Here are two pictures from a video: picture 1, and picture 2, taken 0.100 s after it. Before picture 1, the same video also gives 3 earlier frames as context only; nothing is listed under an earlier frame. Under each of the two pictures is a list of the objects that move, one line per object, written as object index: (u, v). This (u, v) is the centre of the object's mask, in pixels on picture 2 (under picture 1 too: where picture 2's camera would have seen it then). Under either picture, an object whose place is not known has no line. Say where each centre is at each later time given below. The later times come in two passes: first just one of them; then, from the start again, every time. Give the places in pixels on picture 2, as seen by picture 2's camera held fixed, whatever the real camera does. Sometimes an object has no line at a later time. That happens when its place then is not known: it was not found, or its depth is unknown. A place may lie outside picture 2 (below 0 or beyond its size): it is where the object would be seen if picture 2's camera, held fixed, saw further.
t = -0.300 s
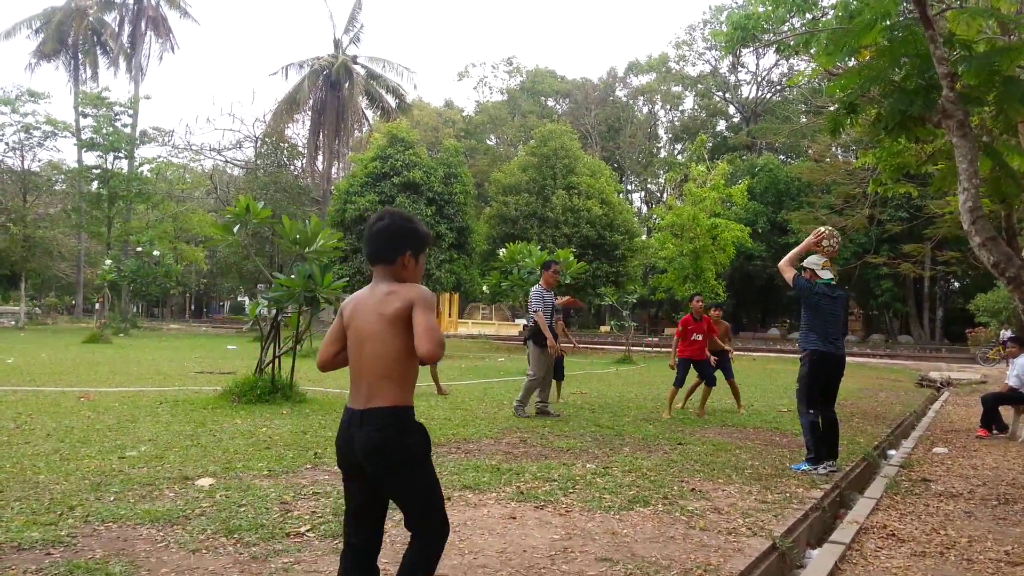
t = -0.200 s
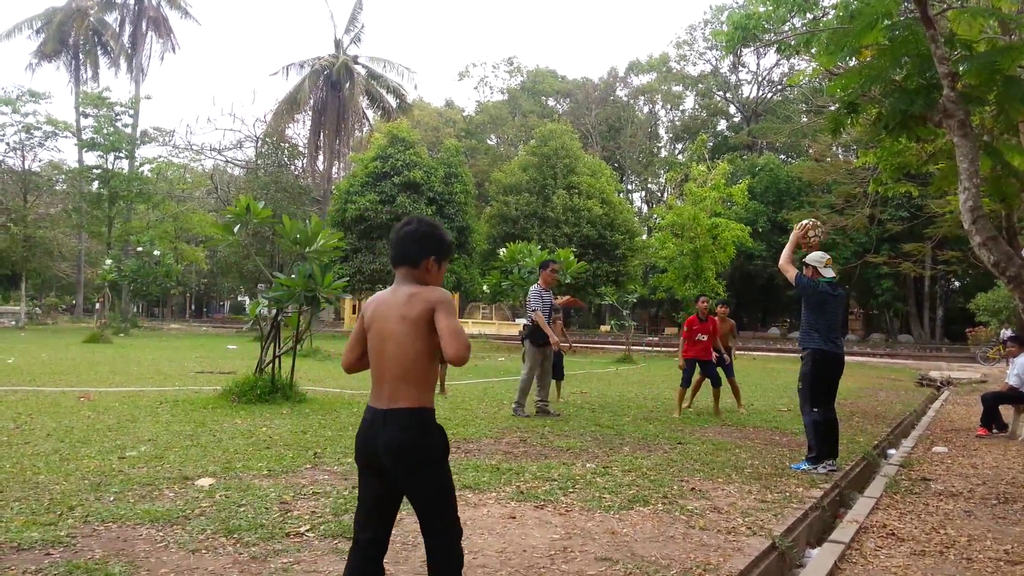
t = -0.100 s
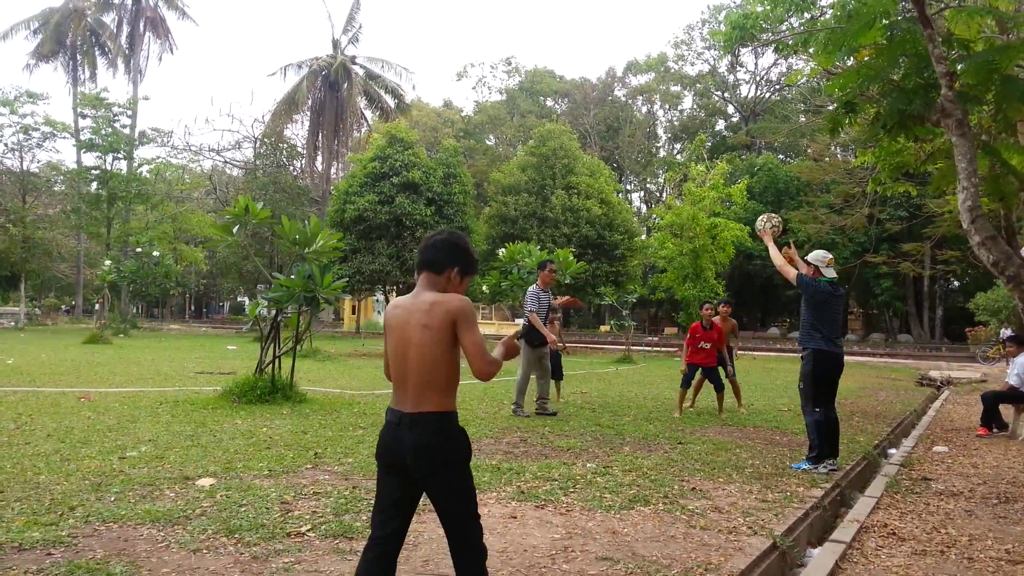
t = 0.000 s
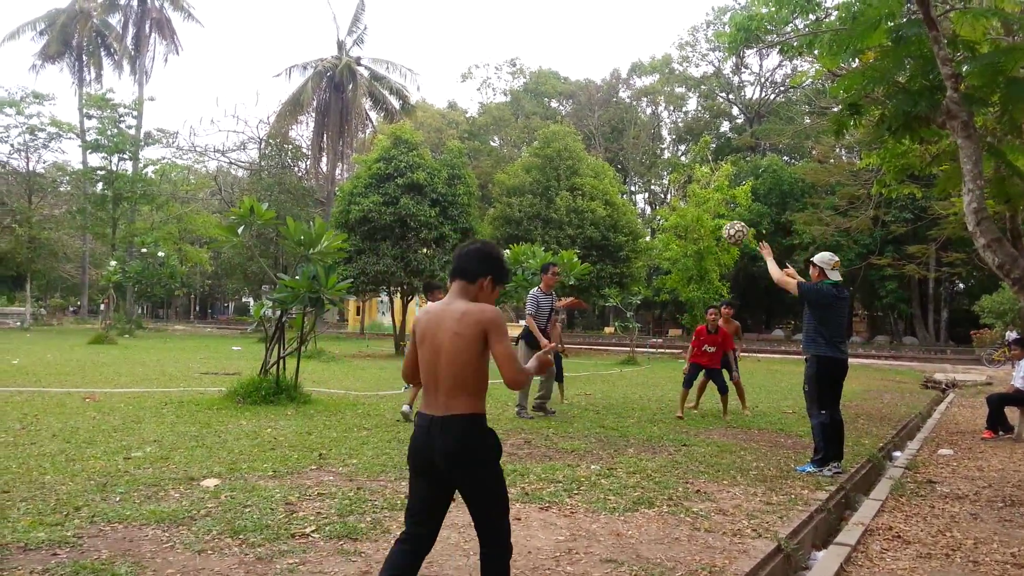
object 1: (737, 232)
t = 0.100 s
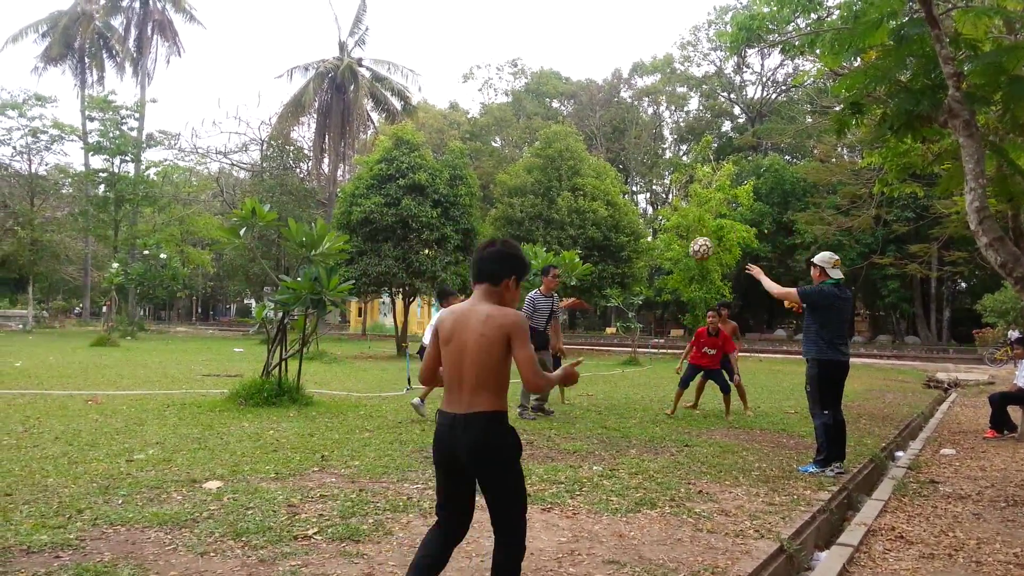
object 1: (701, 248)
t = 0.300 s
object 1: (638, 307)
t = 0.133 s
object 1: (690, 255)
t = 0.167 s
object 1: (679, 264)
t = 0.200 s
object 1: (668, 273)
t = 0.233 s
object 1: (659, 284)
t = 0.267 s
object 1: (648, 295)
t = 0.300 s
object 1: (638, 307)
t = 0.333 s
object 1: (628, 320)
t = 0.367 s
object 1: (620, 333)
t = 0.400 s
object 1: (611, 349)
